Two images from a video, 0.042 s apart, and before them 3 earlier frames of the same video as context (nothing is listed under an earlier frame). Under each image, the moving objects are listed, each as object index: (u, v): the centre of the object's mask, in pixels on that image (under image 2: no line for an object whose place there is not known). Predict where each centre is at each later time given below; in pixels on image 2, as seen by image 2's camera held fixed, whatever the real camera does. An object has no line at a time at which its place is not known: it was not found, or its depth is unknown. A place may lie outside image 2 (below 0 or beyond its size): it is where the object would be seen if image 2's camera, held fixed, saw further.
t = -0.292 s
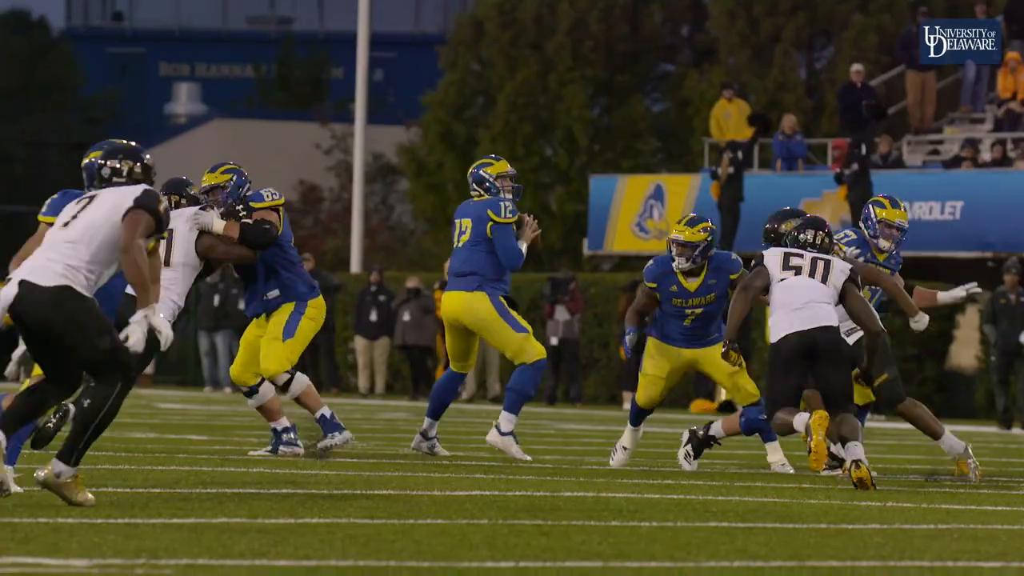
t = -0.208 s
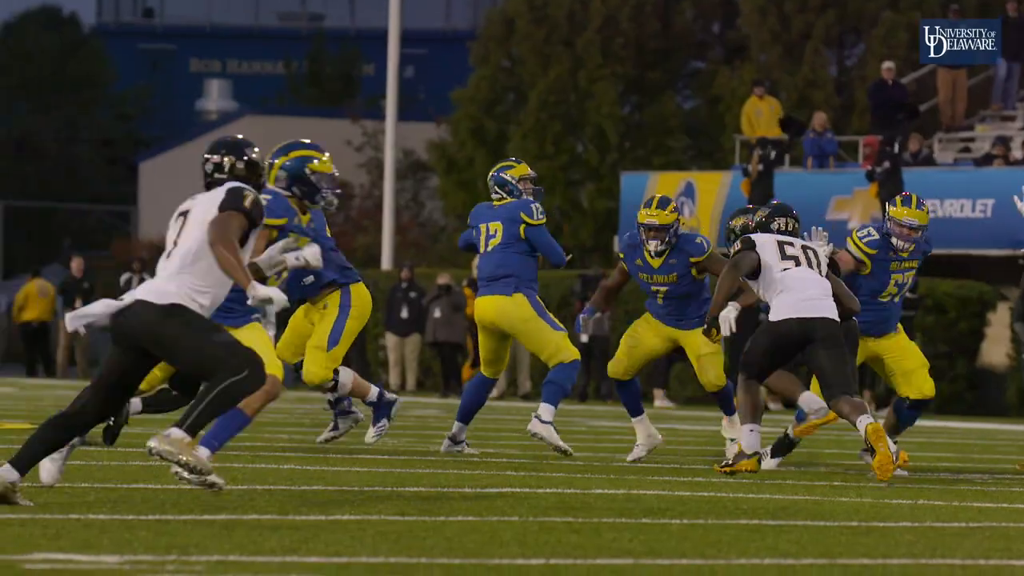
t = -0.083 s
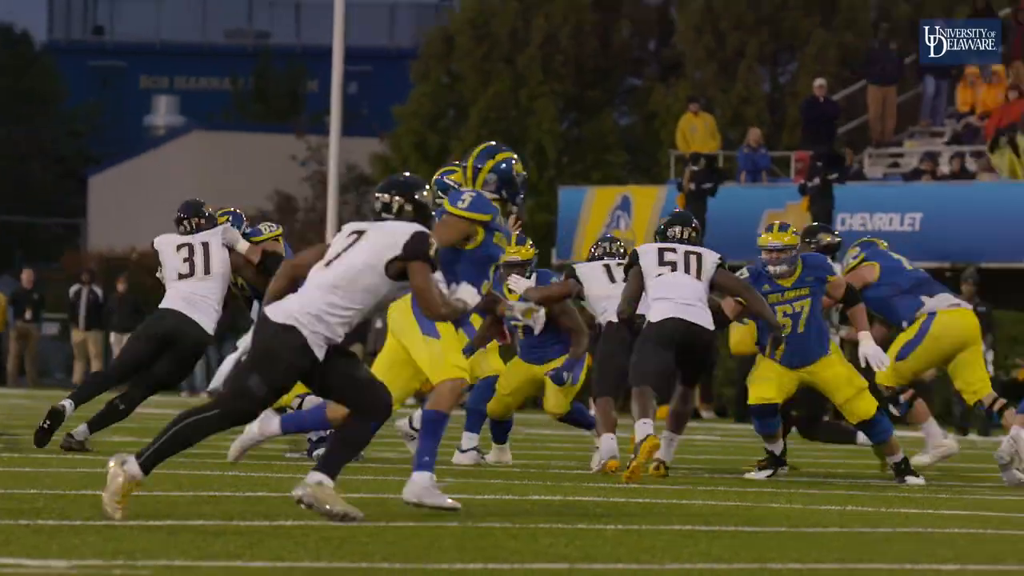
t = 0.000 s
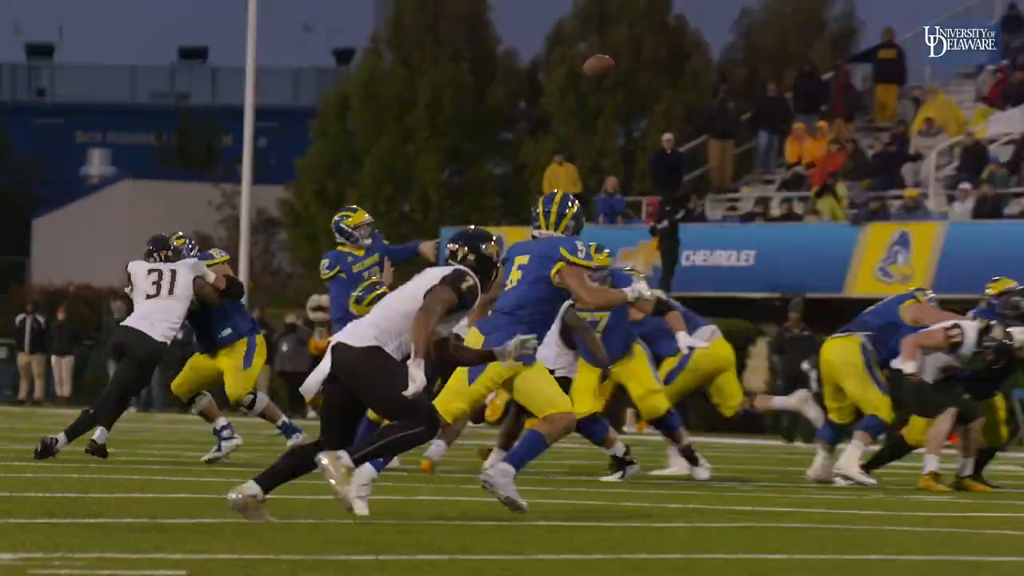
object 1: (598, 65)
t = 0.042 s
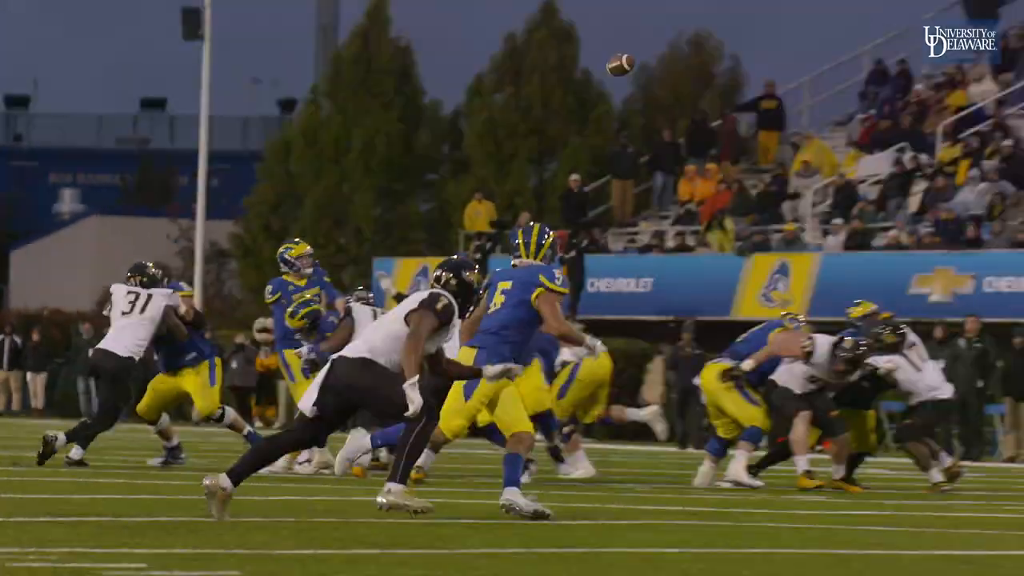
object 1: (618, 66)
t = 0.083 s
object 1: (629, 60)
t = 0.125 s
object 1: (639, 55)
